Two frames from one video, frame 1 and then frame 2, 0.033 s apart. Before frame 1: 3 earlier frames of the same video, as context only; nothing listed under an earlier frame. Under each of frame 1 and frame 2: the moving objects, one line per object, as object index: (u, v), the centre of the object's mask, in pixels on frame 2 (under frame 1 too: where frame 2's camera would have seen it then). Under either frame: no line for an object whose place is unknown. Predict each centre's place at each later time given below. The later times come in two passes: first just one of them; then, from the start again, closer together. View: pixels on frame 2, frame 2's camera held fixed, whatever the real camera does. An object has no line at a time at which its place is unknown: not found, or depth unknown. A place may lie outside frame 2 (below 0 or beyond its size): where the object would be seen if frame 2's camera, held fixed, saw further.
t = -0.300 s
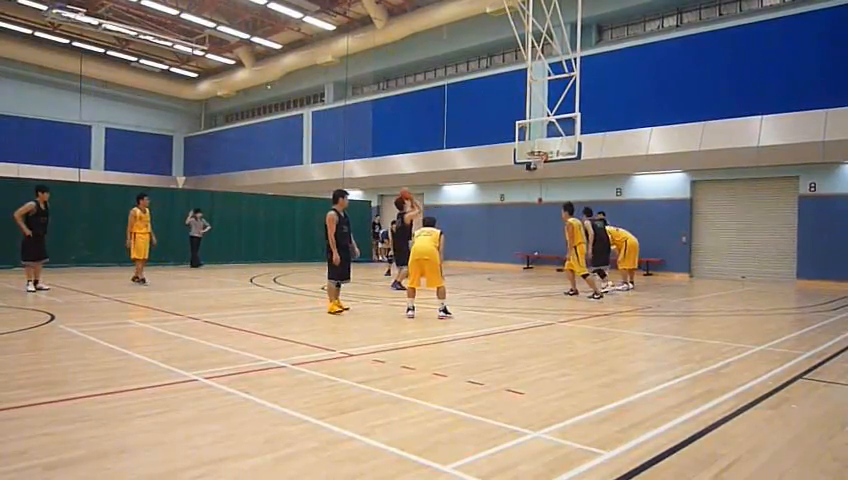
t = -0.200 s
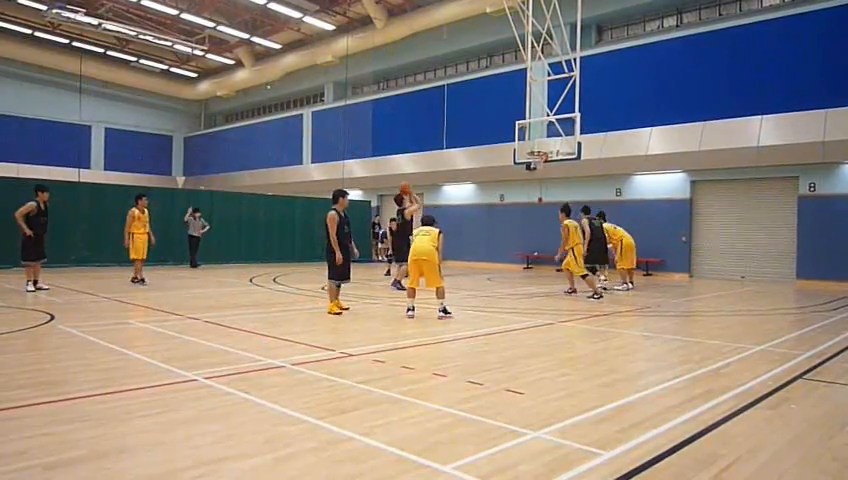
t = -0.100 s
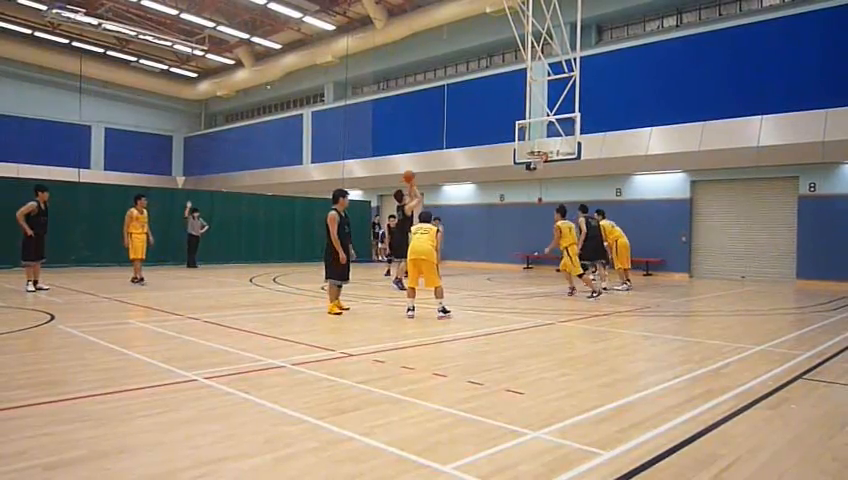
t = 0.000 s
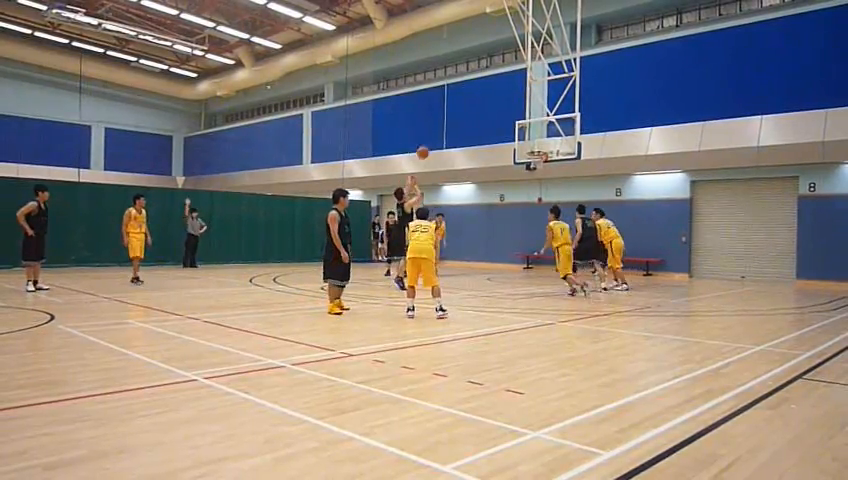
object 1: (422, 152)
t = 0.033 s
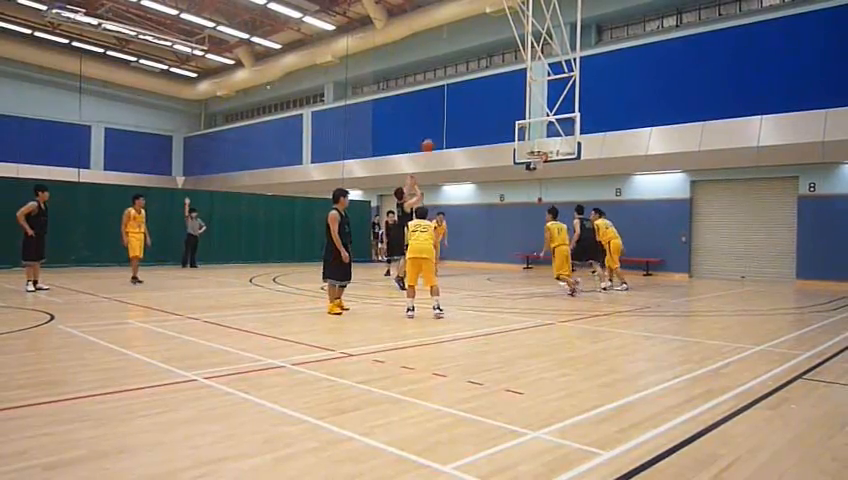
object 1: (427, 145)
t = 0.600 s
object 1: (502, 116)
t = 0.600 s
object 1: (502, 116)
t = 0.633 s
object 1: (505, 118)
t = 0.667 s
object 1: (509, 121)
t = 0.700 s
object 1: (512, 123)
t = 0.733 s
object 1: (517, 128)
